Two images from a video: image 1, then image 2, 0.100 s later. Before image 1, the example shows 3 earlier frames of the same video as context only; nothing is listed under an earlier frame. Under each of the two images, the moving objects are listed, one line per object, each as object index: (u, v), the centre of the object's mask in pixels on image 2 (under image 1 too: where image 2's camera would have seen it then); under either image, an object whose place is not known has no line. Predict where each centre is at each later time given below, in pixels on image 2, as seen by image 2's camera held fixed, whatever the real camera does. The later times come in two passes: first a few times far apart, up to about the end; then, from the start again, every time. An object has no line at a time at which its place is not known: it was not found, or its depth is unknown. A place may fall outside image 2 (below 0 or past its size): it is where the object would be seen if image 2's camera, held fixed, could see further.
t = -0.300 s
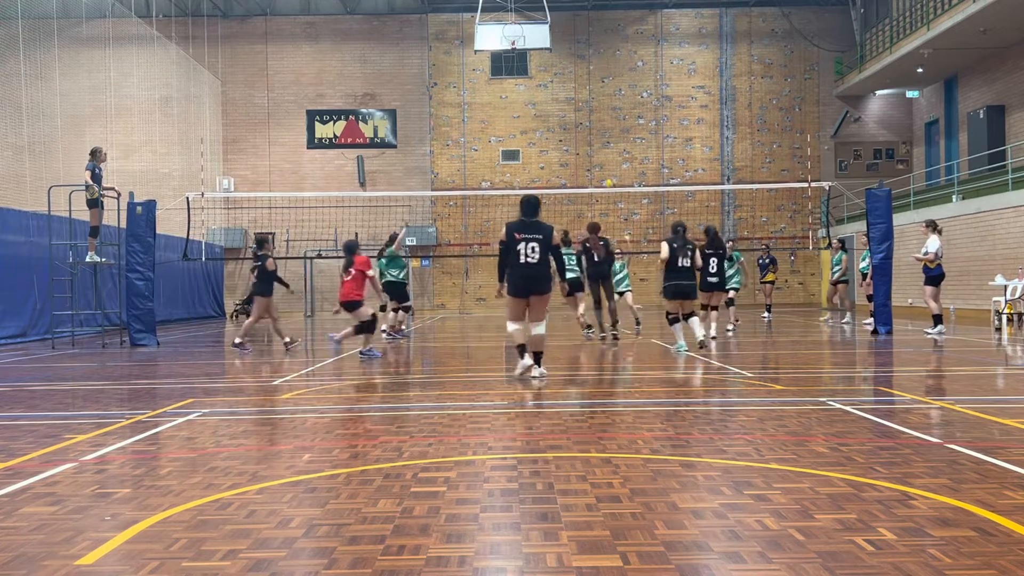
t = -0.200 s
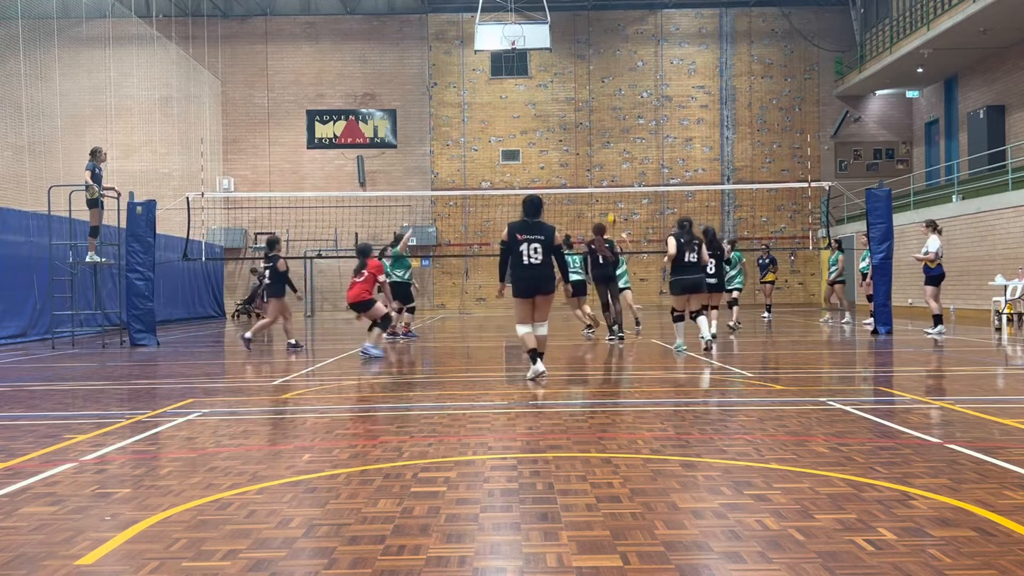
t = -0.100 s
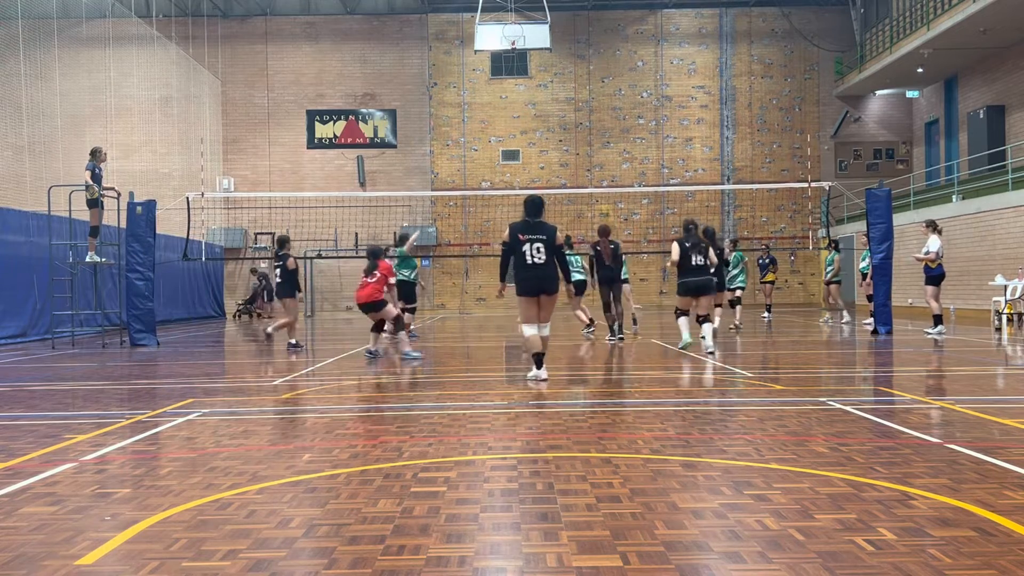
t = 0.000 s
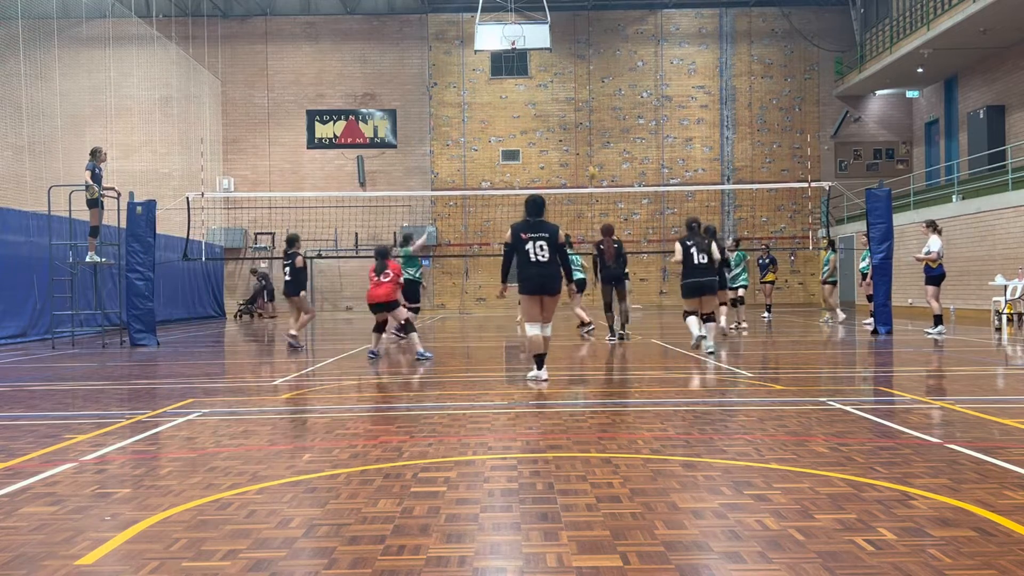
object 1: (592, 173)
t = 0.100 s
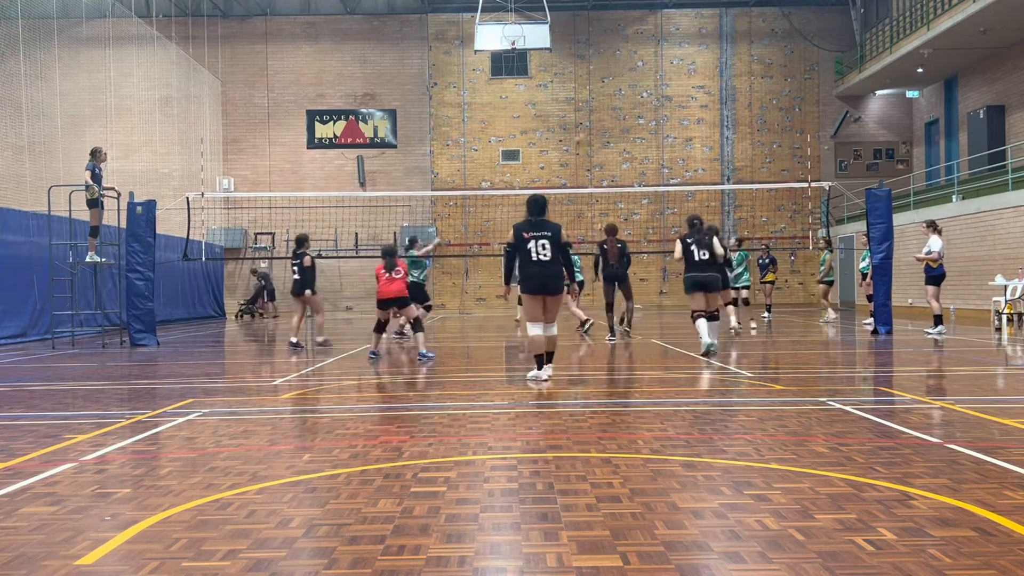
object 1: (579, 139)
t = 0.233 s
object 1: (563, 104)
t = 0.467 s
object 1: (532, 69)
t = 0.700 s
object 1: (502, 62)
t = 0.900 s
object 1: (478, 83)
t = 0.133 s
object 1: (576, 129)
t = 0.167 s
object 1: (572, 118)
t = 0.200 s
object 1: (567, 111)
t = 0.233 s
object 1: (563, 104)
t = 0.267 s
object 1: (558, 98)
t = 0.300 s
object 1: (554, 91)
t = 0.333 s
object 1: (549, 85)
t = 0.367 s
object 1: (545, 81)
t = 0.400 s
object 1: (542, 76)
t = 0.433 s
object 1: (536, 73)
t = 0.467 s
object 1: (532, 69)
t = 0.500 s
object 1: (528, 66)
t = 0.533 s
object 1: (523, 63)
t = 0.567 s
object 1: (519, 62)
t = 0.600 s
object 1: (515, 61)
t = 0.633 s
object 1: (511, 61)
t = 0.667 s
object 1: (507, 61)
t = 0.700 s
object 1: (502, 62)
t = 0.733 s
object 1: (498, 64)
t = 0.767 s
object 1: (493, 66)
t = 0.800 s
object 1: (489, 70)
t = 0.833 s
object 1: (484, 73)
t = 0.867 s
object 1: (482, 79)
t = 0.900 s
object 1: (478, 83)
